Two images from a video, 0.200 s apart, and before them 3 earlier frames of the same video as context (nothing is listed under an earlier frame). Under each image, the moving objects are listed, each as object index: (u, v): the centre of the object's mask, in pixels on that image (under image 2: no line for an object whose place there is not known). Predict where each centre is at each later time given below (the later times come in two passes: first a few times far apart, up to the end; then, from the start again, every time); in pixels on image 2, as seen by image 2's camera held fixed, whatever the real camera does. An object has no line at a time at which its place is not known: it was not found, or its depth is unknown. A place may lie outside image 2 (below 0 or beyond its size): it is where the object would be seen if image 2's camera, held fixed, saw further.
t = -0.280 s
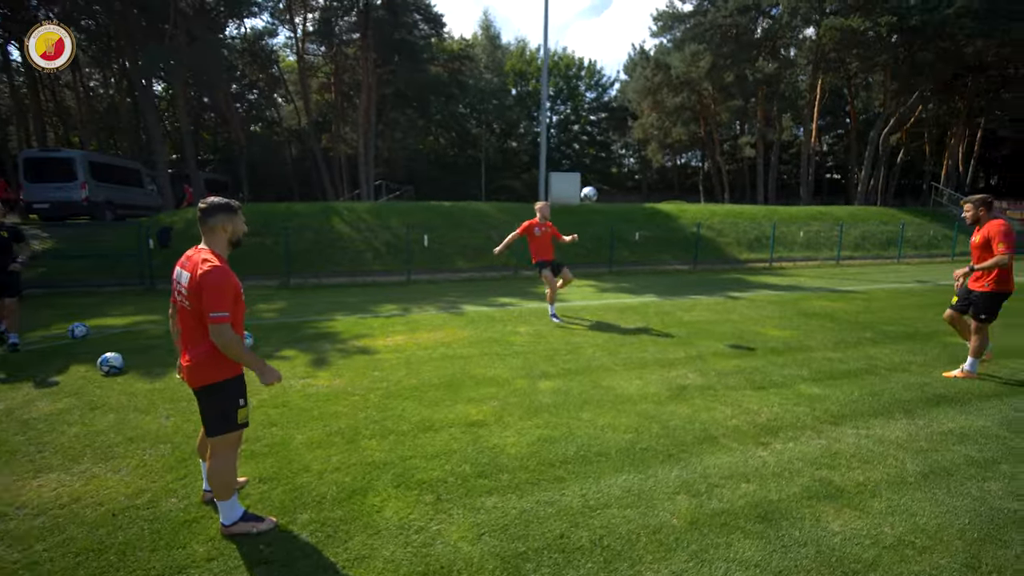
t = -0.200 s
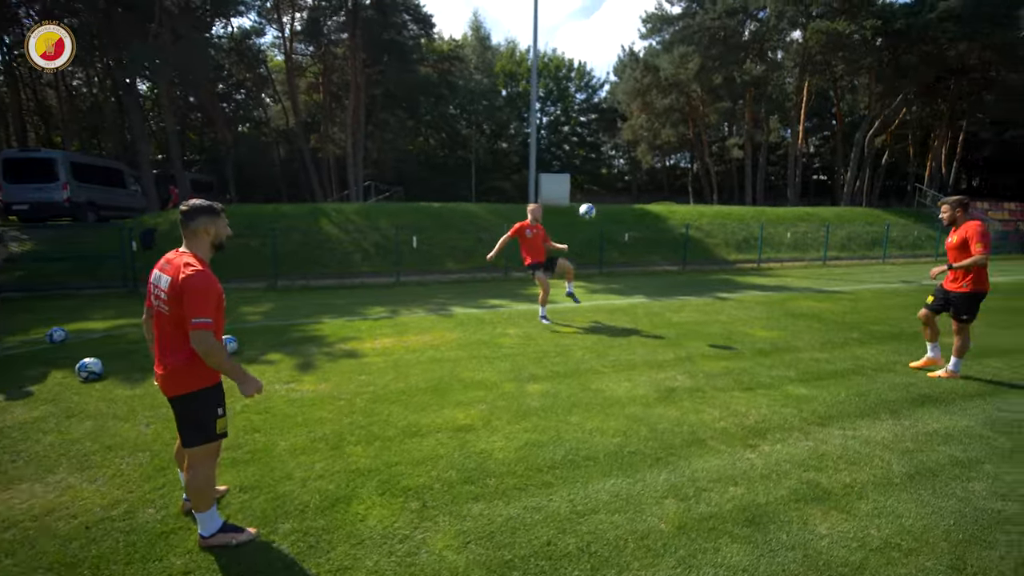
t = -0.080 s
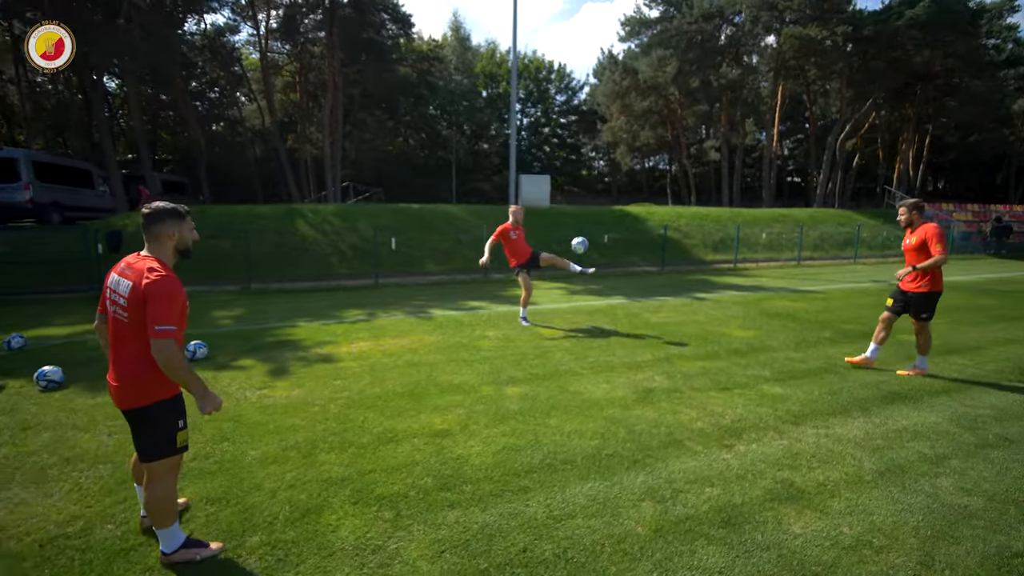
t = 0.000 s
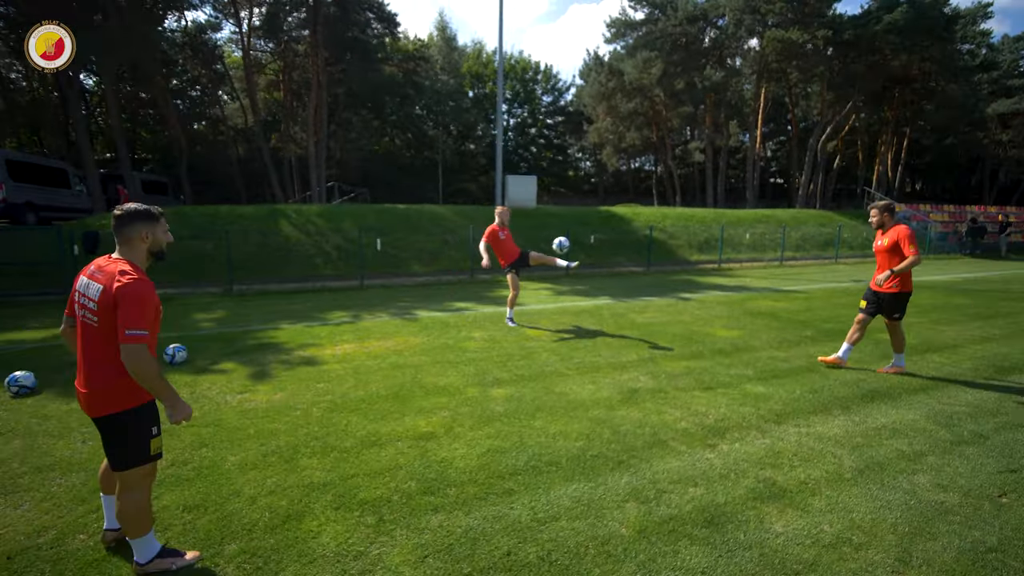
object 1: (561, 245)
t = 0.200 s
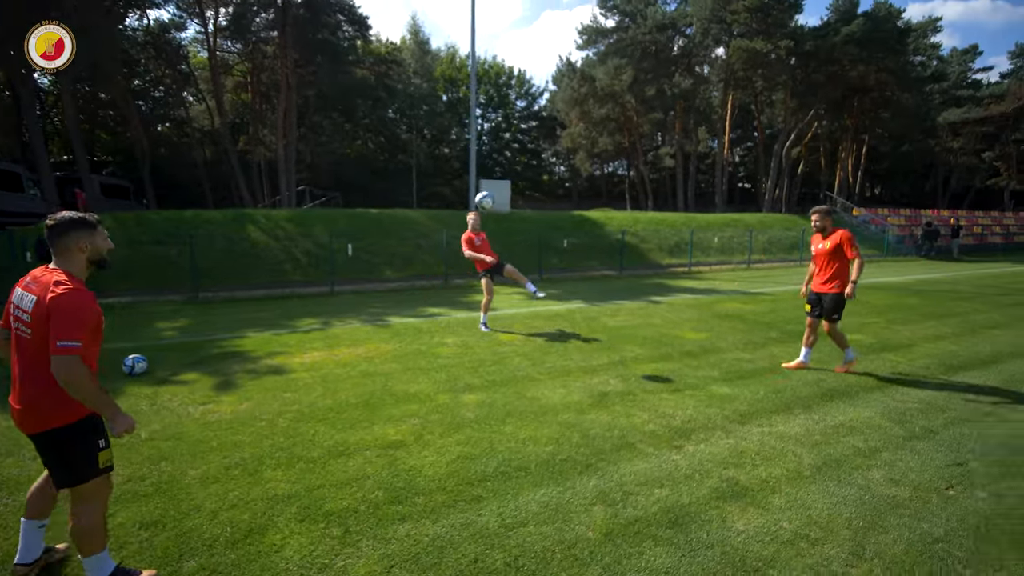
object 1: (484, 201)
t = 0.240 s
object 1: (472, 193)
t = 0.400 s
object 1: (421, 175)
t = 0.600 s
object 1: (342, 188)
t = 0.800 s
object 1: (252, 257)
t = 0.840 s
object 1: (232, 279)
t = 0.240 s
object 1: (472, 193)
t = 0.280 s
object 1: (461, 187)
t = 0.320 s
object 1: (449, 182)
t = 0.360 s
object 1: (435, 178)
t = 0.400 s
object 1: (421, 175)
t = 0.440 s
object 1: (407, 174)
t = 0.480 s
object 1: (392, 175)
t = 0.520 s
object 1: (376, 177)
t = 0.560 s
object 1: (359, 182)
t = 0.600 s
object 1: (342, 188)
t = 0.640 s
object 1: (325, 196)
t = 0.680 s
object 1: (307, 207)
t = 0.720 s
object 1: (289, 221)
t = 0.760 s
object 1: (270, 238)
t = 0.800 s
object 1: (252, 257)
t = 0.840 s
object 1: (232, 279)
